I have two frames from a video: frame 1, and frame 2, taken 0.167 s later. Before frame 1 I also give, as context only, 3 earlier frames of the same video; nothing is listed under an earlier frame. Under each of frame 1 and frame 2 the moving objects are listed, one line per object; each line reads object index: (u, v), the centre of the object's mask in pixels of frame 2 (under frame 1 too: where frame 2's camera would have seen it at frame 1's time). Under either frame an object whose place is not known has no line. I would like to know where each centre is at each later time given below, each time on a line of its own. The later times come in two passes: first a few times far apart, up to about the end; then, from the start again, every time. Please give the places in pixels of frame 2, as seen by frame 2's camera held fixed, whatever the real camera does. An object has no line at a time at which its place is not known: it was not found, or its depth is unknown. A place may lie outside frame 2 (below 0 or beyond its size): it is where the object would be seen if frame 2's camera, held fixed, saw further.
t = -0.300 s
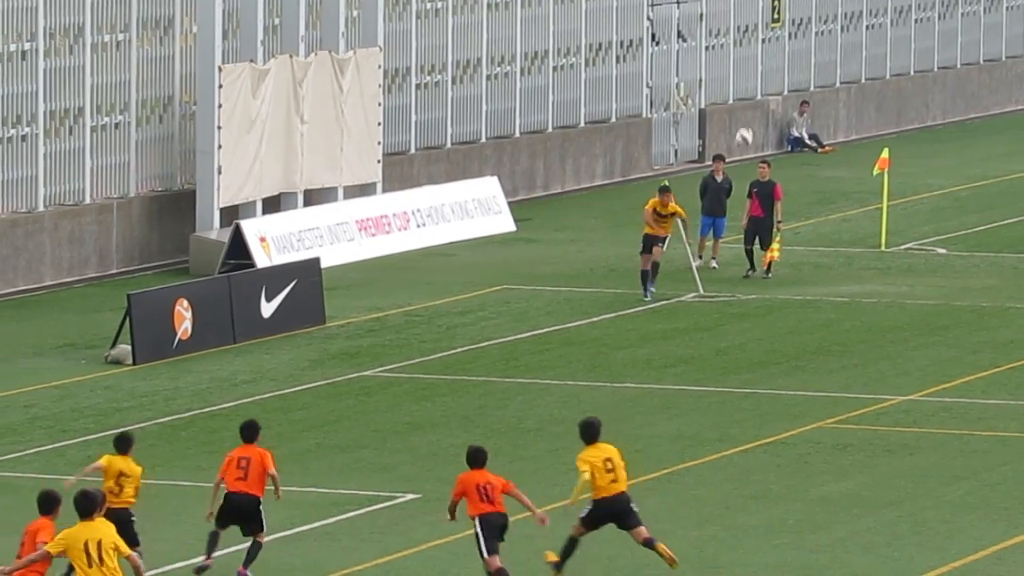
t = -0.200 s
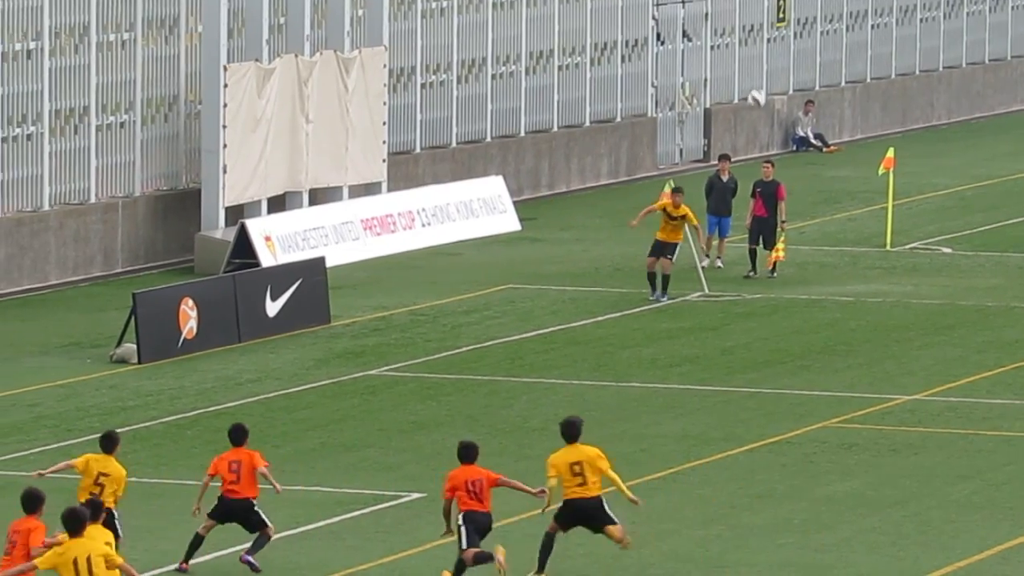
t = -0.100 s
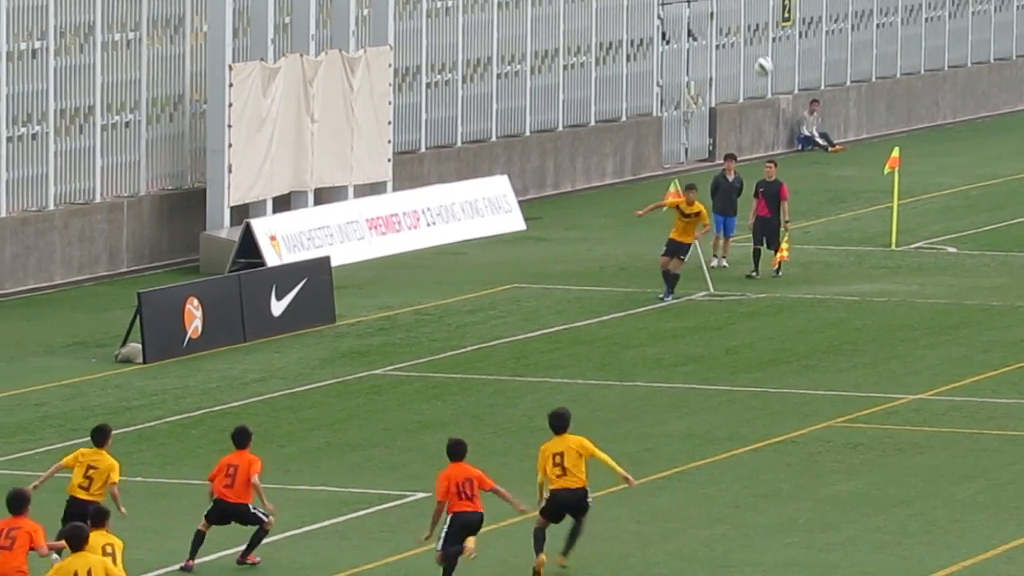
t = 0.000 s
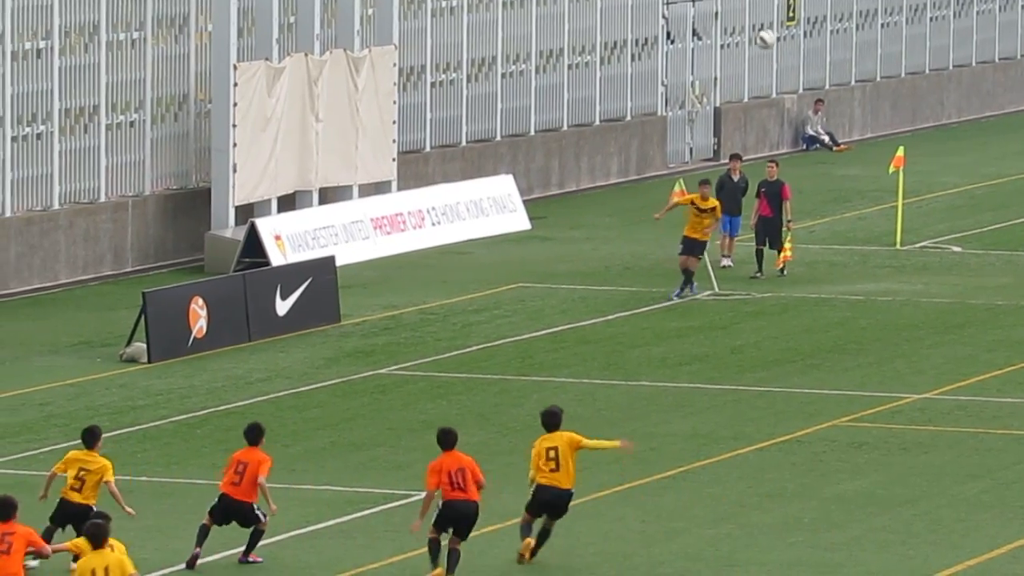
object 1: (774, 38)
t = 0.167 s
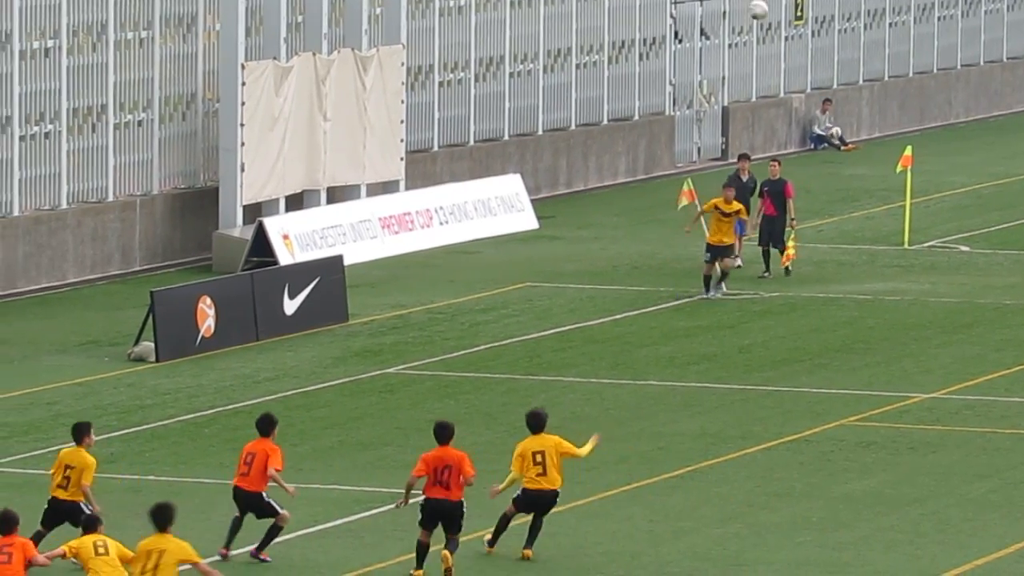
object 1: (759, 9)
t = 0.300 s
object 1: (735, 5)
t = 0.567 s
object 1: (667, 32)
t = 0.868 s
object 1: (554, 152)
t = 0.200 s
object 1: (753, 7)
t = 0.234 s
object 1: (749, 6)
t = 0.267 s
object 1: (742, 6)
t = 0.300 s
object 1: (735, 5)
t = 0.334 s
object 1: (729, 6)
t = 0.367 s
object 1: (722, 7)
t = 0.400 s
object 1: (714, 8)
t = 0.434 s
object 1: (706, 10)
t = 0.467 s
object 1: (696, 13)
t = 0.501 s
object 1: (687, 18)
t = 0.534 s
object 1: (678, 24)
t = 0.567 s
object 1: (667, 32)
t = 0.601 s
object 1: (657, 40)
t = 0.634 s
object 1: (646, 50)
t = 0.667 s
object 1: (635, 61)
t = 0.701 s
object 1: (623, 73)
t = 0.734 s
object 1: (610, 87)
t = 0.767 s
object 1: (597, 102)
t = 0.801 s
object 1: (583, 118)
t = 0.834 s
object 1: (569, 135)
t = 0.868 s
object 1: (554, 152)
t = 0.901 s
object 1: (540, 171)
